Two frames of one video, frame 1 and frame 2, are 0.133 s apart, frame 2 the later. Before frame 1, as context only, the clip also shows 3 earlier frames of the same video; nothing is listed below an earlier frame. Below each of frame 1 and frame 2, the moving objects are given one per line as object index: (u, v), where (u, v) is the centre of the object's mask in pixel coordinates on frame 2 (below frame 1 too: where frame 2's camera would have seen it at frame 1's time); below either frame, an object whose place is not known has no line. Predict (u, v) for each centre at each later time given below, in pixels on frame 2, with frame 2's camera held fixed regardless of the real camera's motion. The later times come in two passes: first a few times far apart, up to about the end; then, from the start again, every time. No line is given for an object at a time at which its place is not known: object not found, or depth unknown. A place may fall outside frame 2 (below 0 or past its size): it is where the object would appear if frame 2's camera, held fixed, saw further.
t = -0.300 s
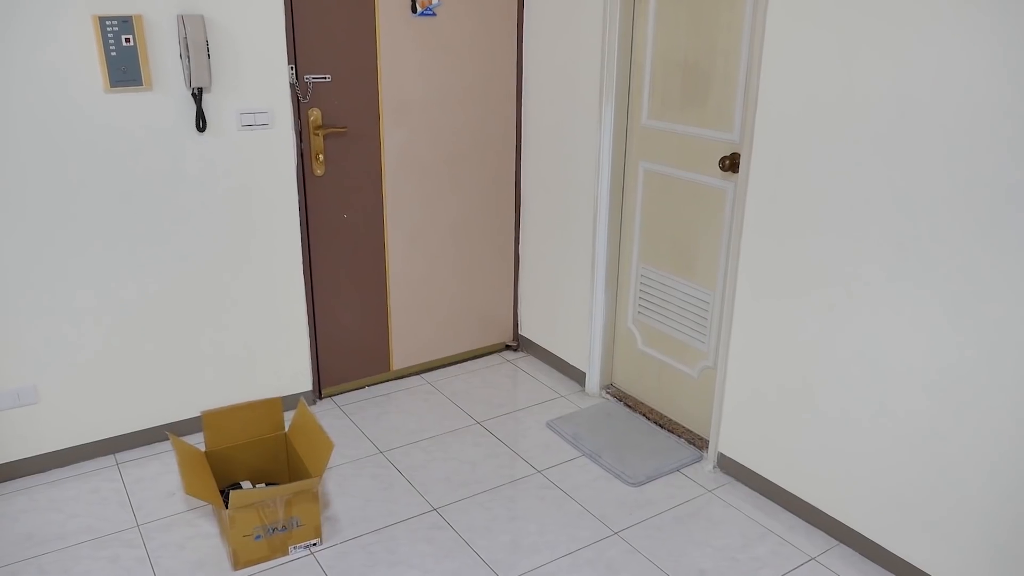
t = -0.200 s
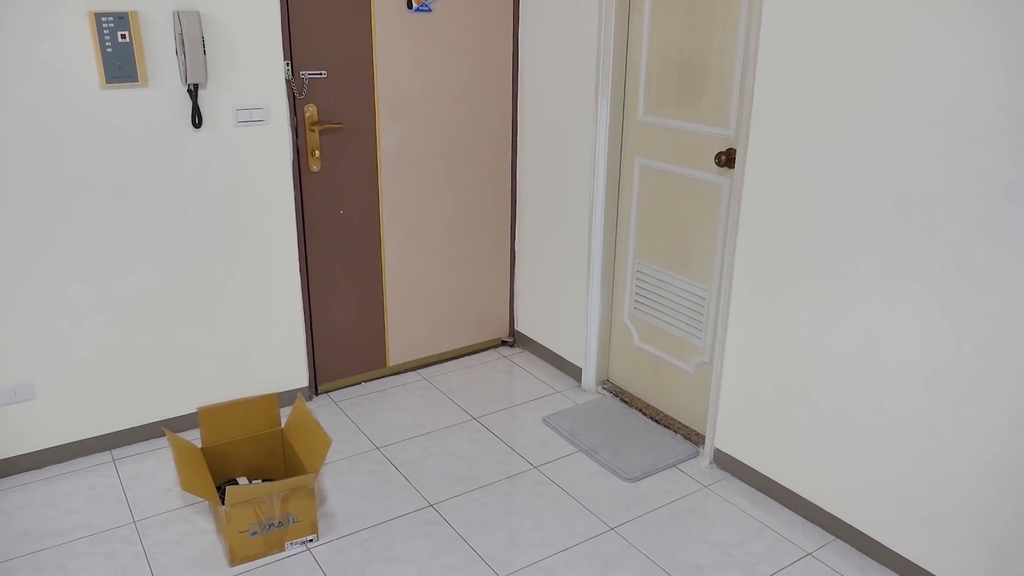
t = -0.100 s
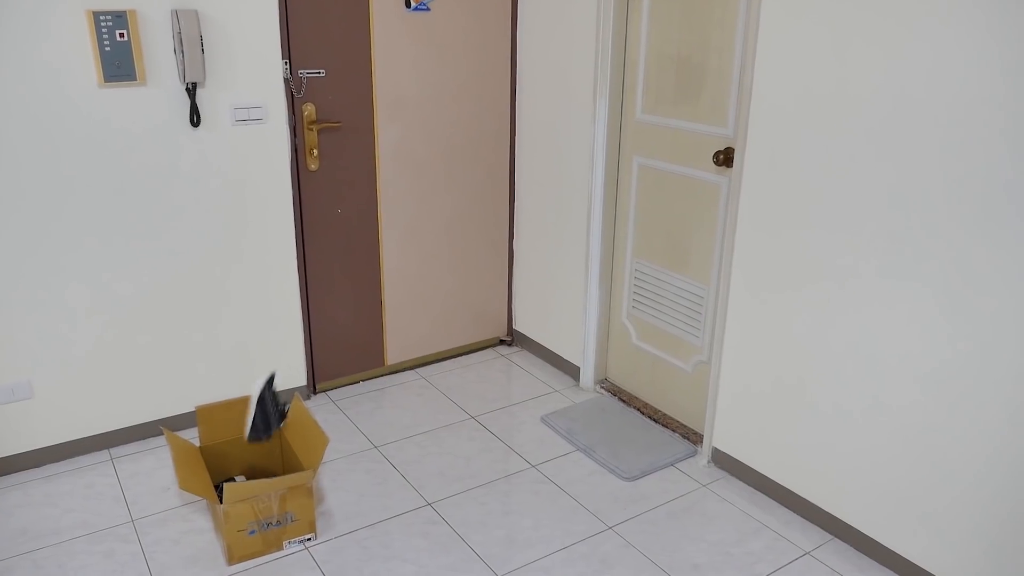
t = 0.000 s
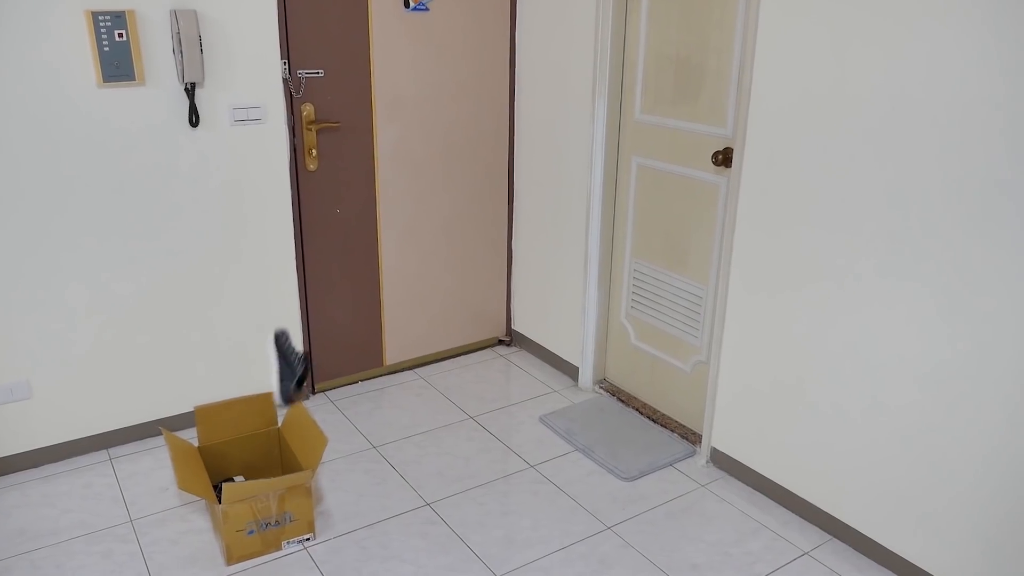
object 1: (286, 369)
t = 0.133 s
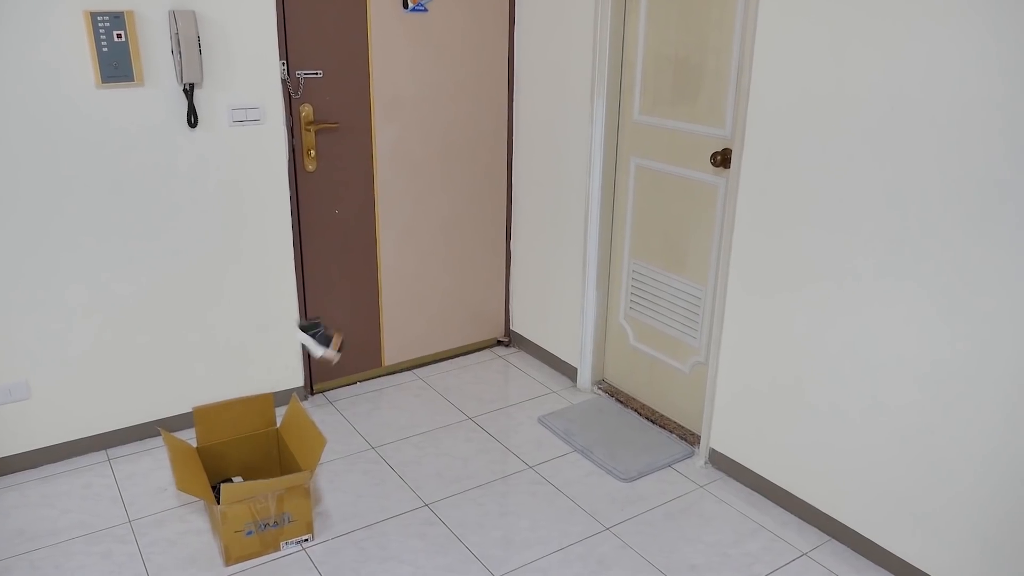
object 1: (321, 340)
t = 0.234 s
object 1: (345, 362)
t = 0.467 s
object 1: (388, 423)
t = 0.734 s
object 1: (431, 384)
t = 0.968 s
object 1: (463, 374)
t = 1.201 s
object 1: (495, 387)
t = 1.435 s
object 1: (501, 389)
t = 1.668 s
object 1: (491, 394)
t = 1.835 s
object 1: (481, 401)
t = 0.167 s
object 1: (327, 341)
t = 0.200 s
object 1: (336, 350)
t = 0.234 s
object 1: (345, 362)
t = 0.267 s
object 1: (356, 373)
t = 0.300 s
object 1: (365, 388)
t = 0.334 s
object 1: (374, 409)
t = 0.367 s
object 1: (382, 424)
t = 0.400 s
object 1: (385, 427)
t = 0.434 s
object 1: (387, 432)
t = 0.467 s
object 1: (388, 423)
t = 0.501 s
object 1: (393, 408)
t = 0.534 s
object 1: (402, 400)
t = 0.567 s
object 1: (409, 396)
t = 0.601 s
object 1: (417, 392)
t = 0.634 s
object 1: (425, 394)
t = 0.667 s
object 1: (426, 391)
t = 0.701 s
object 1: (429, 386)
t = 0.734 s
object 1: (431, 384)
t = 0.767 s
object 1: (434, 384)
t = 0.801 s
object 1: (436, 383)
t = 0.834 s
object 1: (438, 381)
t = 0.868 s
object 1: (443, 378)
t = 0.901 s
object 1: (450, 376)
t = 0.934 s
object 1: (457, 374)
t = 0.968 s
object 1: (463, 374)
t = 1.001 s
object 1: (466, 378)
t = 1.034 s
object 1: (472, 381)
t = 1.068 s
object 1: (477, 385)
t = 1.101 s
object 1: (482, 389)
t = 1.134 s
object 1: (486, 388)
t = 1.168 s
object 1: (491, 386)
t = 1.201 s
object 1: (495, 387)
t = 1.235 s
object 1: (498, 387)
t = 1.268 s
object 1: (500, 388)
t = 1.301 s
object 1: (501, 387)
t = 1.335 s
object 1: (501, 388)
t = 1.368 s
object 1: (501, 388)
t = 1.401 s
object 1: (501, 388)
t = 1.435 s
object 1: (501, 389)
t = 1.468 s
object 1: (500, 390)
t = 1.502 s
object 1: (499, 390)
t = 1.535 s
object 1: (498, 391)
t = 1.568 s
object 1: (497, 392)
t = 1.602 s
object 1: (495, 393)
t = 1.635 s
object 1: (492, 394)
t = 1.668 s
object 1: (491, 394)
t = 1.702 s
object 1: (488, 393)
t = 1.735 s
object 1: (488, 393)
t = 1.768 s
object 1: (486, 393)
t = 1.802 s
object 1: (483, 396)
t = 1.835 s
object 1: (481, 401)
